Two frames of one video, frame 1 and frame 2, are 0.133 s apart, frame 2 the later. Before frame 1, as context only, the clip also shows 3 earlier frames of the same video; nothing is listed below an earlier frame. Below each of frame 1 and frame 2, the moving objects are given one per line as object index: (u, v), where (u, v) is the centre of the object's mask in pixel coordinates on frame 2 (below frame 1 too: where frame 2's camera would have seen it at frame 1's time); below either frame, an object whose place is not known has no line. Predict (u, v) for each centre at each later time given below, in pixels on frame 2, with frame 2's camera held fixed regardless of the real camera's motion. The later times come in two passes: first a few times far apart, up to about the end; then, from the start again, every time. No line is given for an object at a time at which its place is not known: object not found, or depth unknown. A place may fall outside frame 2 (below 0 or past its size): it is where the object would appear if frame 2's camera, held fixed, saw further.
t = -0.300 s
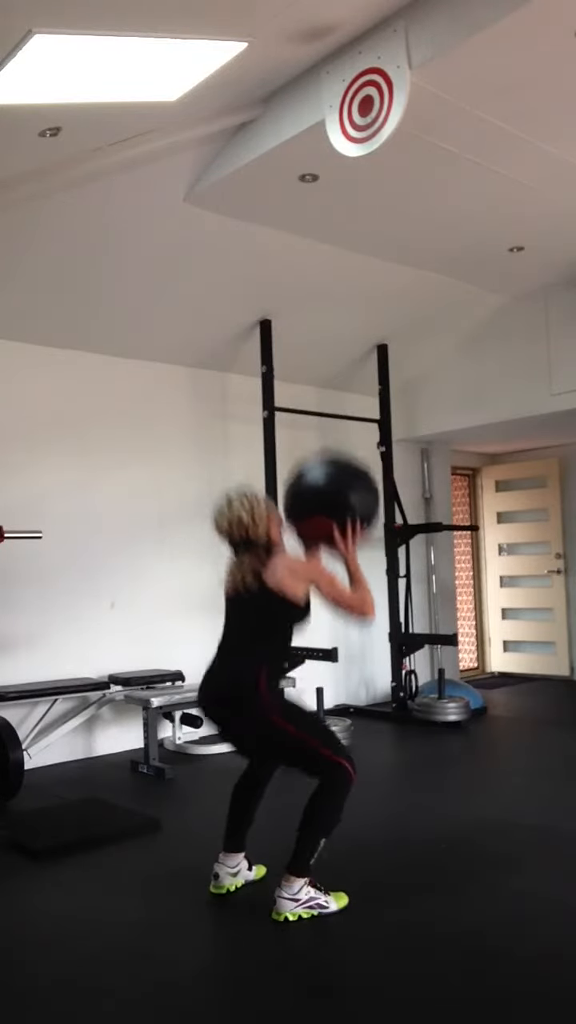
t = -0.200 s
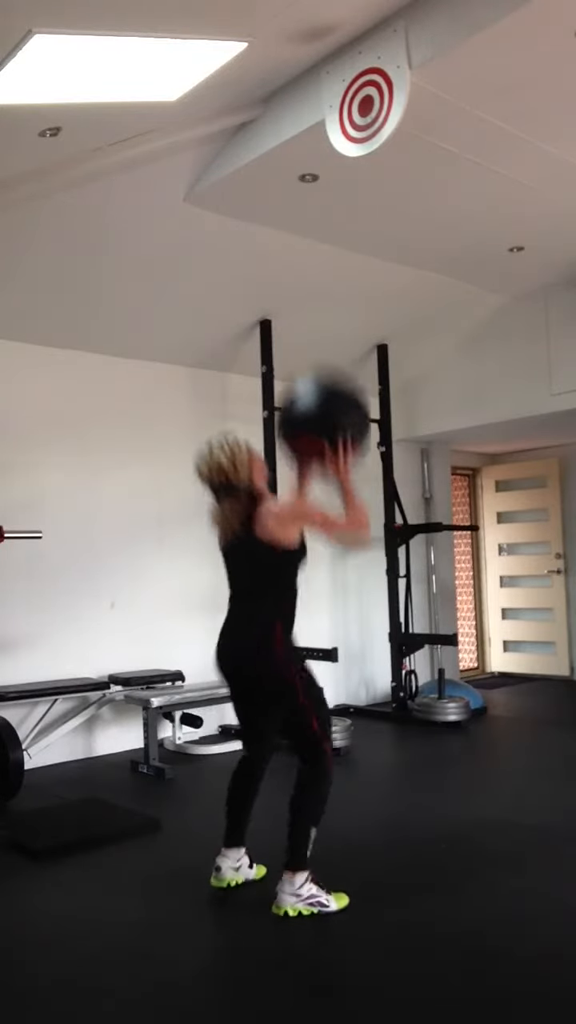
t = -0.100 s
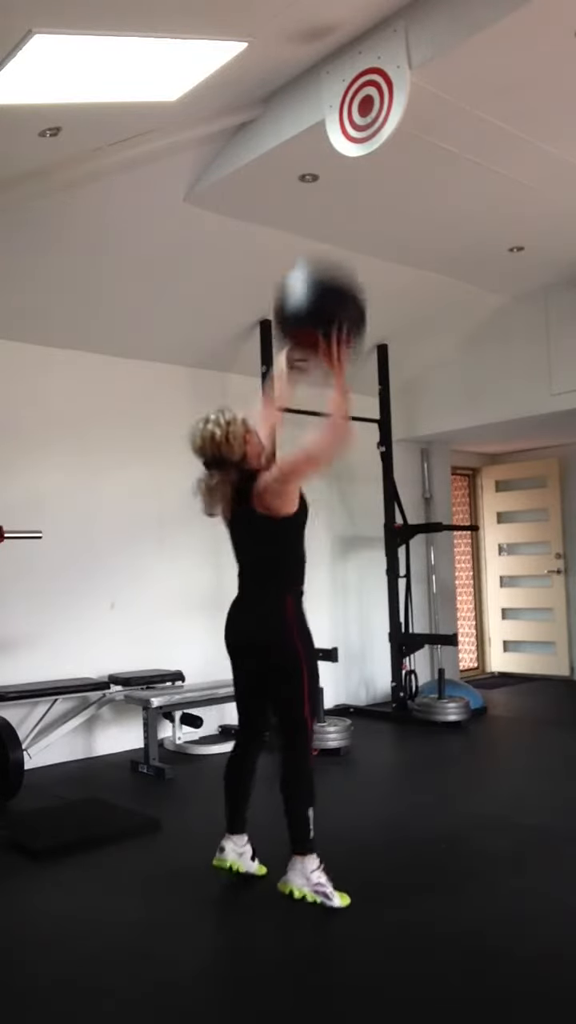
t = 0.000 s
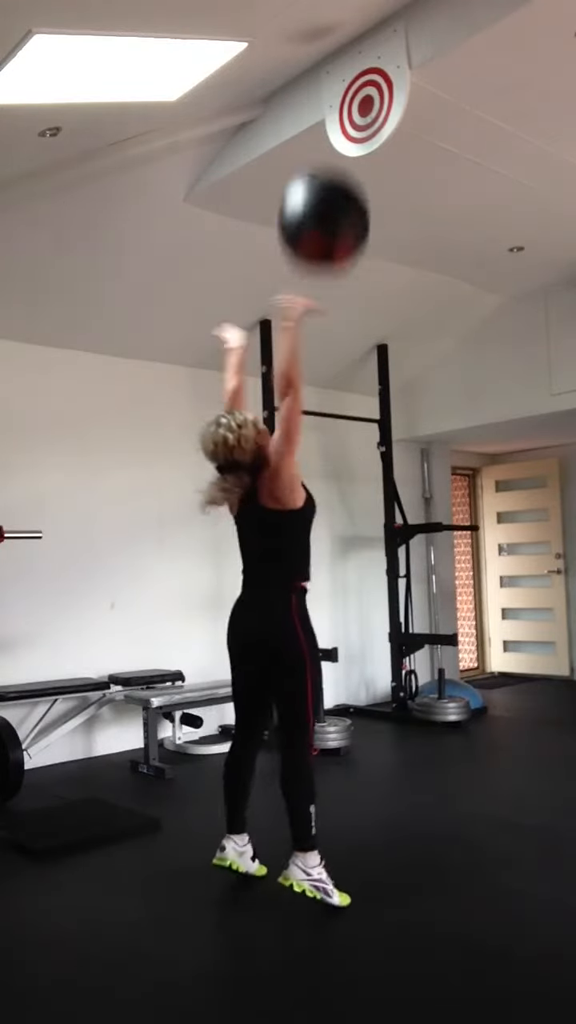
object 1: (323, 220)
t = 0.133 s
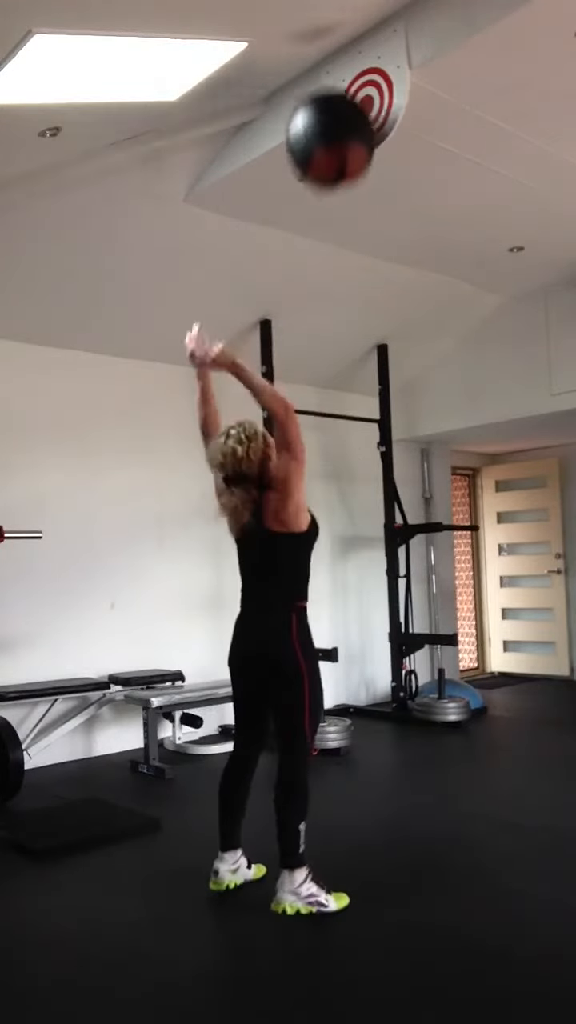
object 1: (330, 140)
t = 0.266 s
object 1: (342, 103)
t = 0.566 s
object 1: (323, 166)
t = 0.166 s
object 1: (334, 126)
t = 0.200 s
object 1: (336, 115)
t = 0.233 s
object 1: (340, 108)
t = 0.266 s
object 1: (342, 103)
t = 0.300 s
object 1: (340, 100)
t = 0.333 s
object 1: (338, 99)
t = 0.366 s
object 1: (337, 100)
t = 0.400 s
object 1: (335, 104)
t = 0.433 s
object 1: (331, 111)
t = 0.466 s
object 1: (329, 120)
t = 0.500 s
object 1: (326, 133)
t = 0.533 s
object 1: (324, 147)
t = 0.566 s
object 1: (323, 166)
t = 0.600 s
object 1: (321, 186)
